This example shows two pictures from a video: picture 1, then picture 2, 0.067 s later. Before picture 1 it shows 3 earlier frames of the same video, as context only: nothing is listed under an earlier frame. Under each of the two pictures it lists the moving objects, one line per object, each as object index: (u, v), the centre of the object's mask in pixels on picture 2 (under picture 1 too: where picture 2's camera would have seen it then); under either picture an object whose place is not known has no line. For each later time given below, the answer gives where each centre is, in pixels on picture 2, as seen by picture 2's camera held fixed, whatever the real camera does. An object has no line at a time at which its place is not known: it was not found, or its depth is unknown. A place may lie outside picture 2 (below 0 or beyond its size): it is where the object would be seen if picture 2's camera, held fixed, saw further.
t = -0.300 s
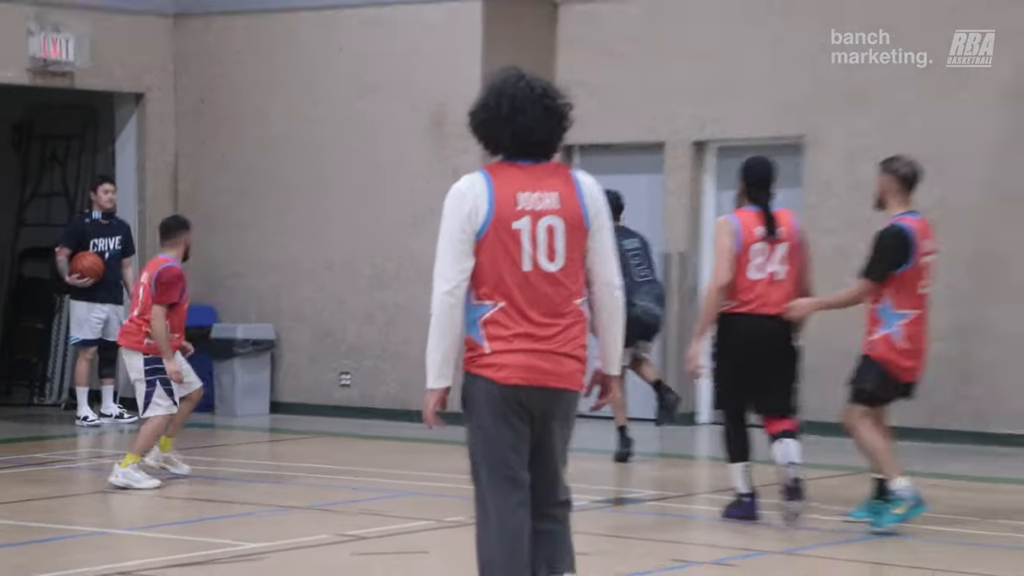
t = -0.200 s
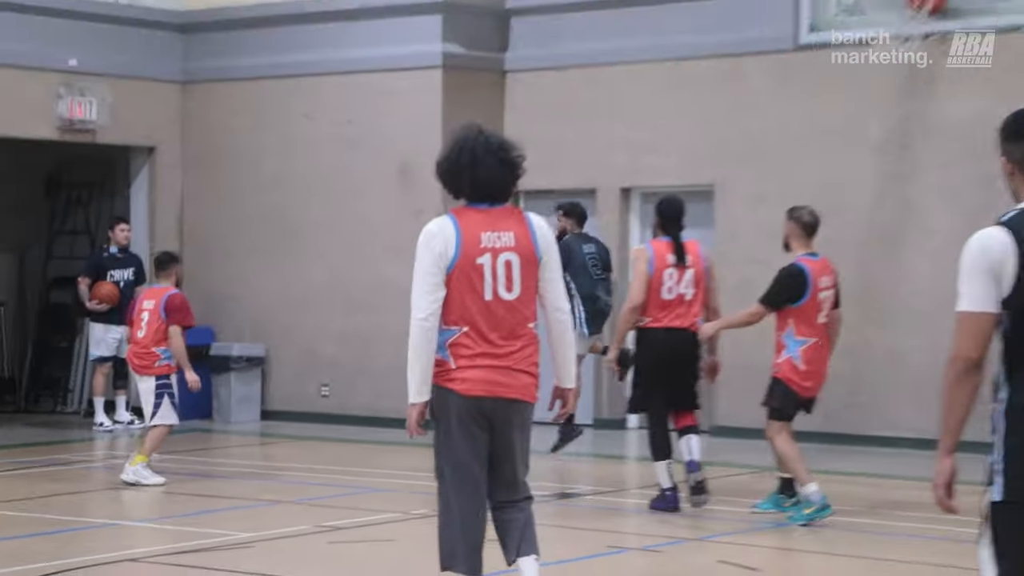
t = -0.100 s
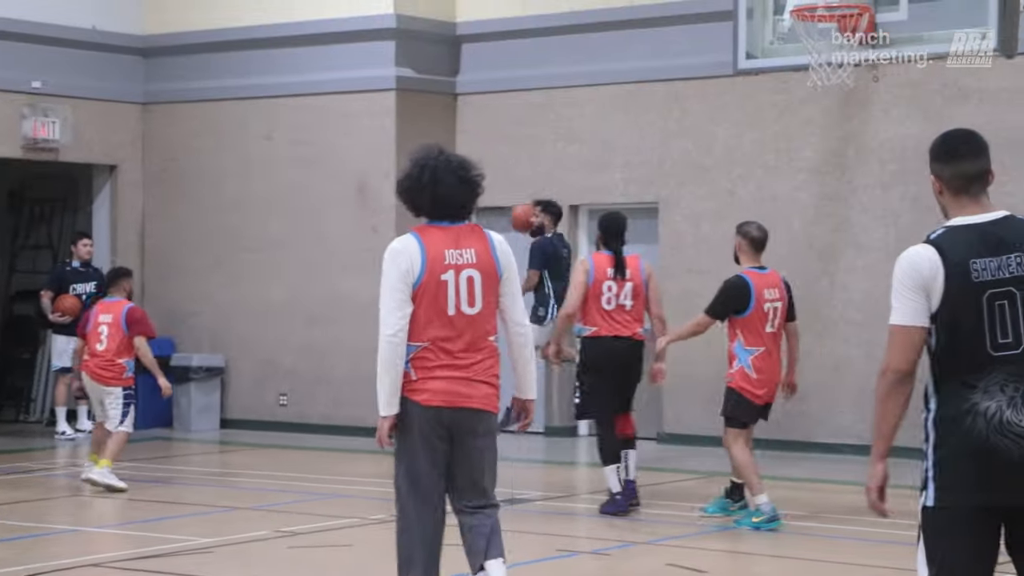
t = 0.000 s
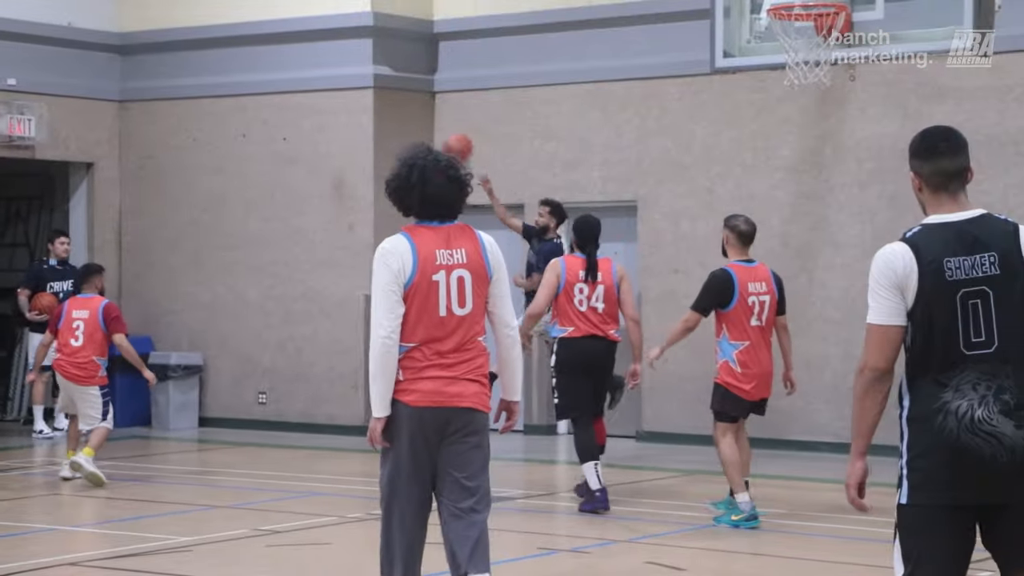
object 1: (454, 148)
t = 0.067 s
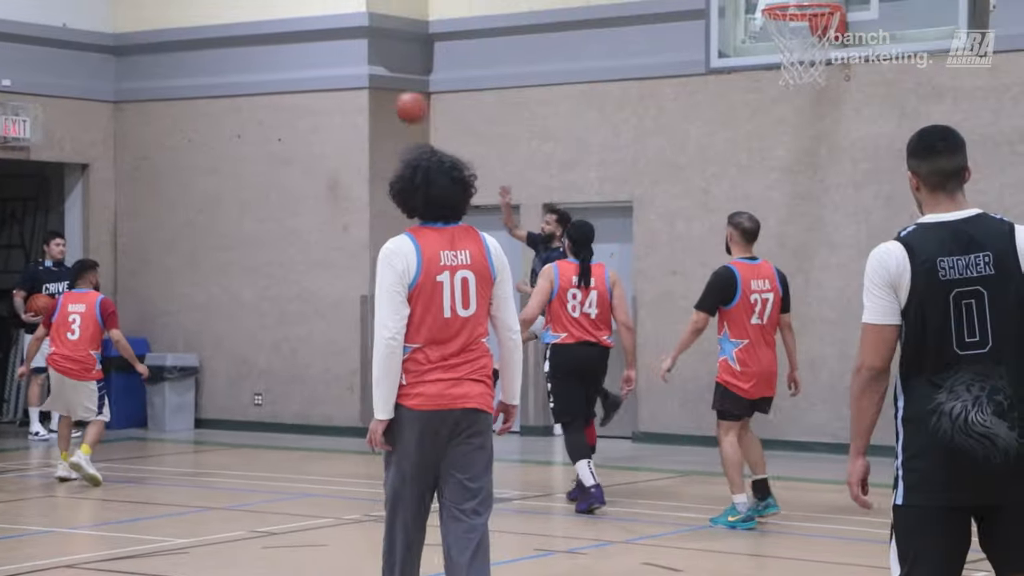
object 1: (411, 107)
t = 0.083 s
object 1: (400, 97)
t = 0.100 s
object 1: (390, 88)
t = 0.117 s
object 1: (380, 79)
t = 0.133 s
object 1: (368, 72)
